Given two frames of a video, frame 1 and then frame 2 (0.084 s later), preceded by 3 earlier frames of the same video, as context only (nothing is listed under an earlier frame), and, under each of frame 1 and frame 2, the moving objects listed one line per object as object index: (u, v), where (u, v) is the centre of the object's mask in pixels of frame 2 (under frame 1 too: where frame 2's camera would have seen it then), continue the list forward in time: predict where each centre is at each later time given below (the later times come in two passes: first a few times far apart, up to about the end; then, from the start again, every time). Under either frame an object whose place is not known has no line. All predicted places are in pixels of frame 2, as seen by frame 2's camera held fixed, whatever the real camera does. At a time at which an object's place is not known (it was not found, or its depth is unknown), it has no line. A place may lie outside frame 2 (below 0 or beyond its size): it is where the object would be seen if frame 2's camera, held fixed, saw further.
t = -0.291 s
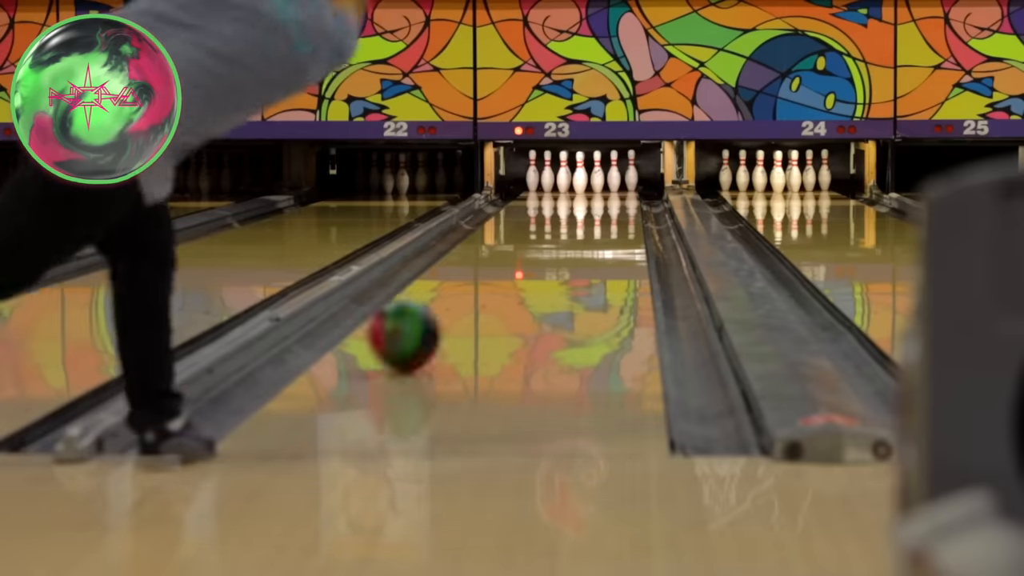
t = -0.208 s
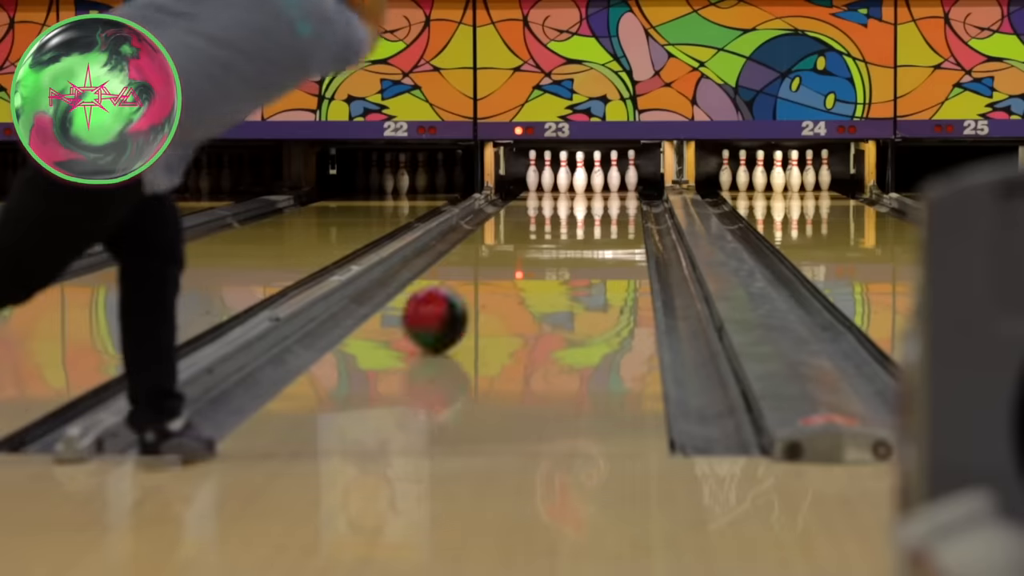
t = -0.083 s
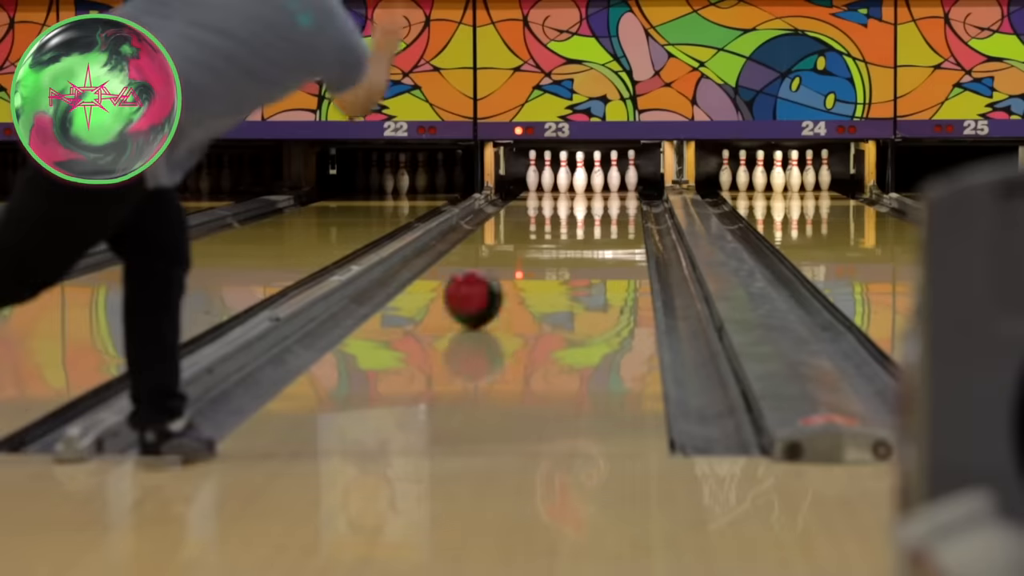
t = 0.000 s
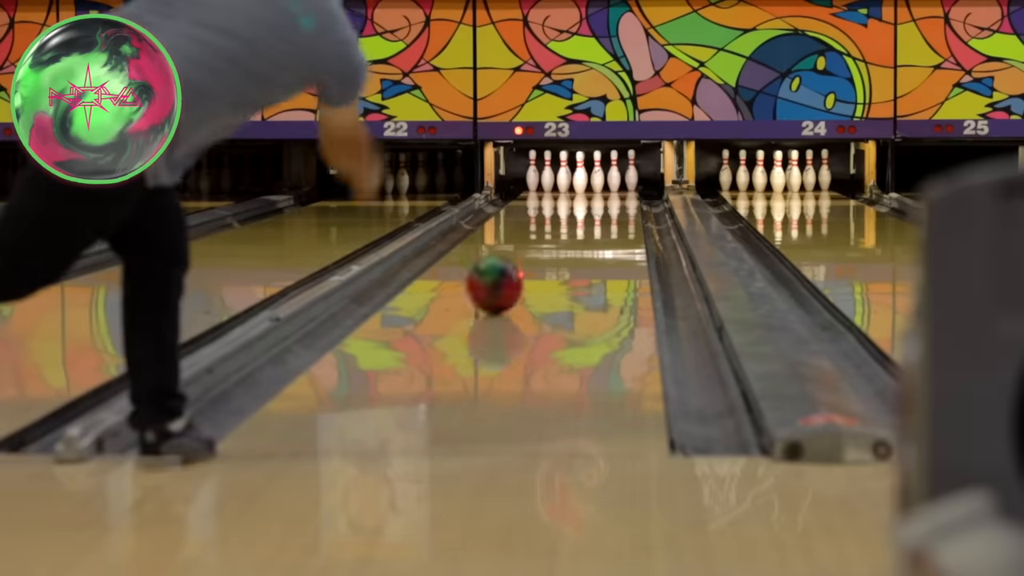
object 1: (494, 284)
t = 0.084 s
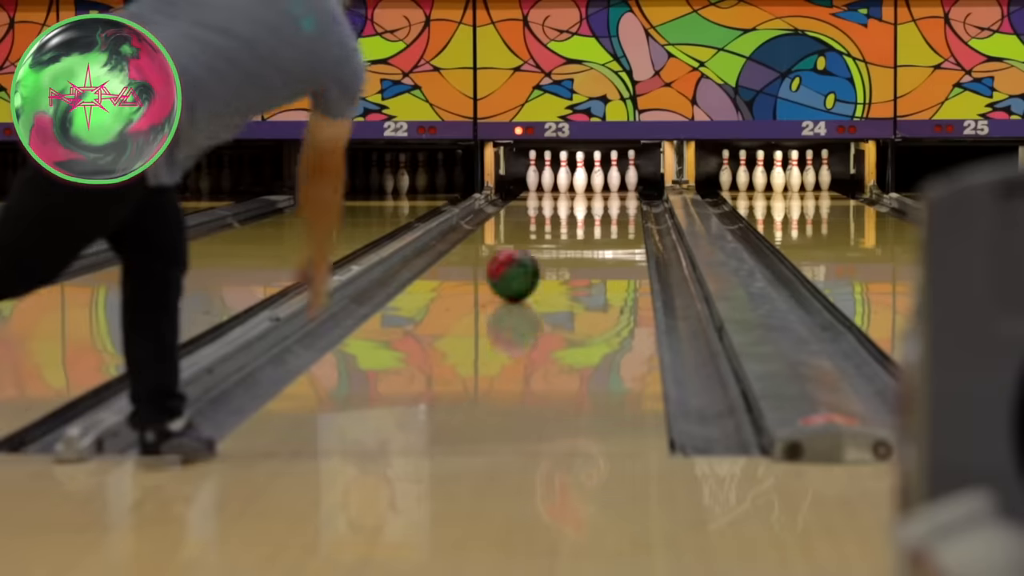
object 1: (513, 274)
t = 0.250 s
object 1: (543, 256)
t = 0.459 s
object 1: (571, 239)
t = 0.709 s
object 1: (595, 223)
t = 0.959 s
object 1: (610, 211)
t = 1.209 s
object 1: (618, 201)
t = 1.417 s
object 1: (617, 194)
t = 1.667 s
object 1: (607, 188)
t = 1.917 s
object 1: (593, 182)
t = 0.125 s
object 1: (521, 270)
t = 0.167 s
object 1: (528, 265)
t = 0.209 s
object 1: (536, 261)
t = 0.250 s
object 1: (543, 256)
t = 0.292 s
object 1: (549, 252)
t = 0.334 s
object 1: (555, 249)
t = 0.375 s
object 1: (560, 245)
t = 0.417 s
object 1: (566, 242)
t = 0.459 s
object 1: (571, 239)
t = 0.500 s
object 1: (575, 236)
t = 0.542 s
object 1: (580, 233)
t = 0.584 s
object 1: (584, 230)
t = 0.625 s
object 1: (588, 227)
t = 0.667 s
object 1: (592, 225)
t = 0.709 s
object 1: (595, 223)
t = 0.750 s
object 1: (598, 220)
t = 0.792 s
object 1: (601, 218)
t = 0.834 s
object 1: (603, 216)
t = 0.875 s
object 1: (606, 214)
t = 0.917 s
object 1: (608, 212)
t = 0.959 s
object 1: (610, 211)
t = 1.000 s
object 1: (612, 209)
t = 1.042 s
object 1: (614, 207)
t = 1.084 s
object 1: (615, 206)
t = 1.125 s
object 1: (617, 204)
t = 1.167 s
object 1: (618, 203)
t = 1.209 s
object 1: (618, 201)
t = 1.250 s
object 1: (618, 200)
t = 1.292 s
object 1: (619, 198)
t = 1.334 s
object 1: (619, 197)
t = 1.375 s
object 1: (618, 195)
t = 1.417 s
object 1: (617, 194)
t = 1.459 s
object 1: (616, 193)
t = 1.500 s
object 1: (615, 192)
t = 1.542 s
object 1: (613, 191)
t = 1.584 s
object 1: (611, 190)
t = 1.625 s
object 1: (609, 188)
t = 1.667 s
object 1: (607, 188)
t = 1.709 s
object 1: (604, 186)
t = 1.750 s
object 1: (601, 185)
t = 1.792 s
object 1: (600, 184)
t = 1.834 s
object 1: (597, 183)
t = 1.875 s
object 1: (595, 183)
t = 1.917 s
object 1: (593, 182)
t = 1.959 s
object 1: (594, 181)
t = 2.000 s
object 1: (596, 180)
